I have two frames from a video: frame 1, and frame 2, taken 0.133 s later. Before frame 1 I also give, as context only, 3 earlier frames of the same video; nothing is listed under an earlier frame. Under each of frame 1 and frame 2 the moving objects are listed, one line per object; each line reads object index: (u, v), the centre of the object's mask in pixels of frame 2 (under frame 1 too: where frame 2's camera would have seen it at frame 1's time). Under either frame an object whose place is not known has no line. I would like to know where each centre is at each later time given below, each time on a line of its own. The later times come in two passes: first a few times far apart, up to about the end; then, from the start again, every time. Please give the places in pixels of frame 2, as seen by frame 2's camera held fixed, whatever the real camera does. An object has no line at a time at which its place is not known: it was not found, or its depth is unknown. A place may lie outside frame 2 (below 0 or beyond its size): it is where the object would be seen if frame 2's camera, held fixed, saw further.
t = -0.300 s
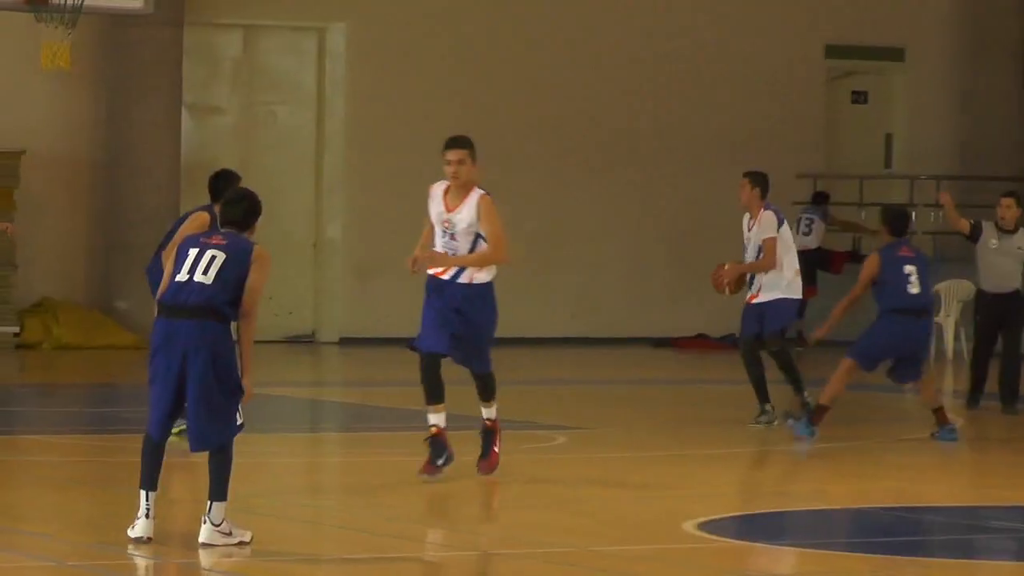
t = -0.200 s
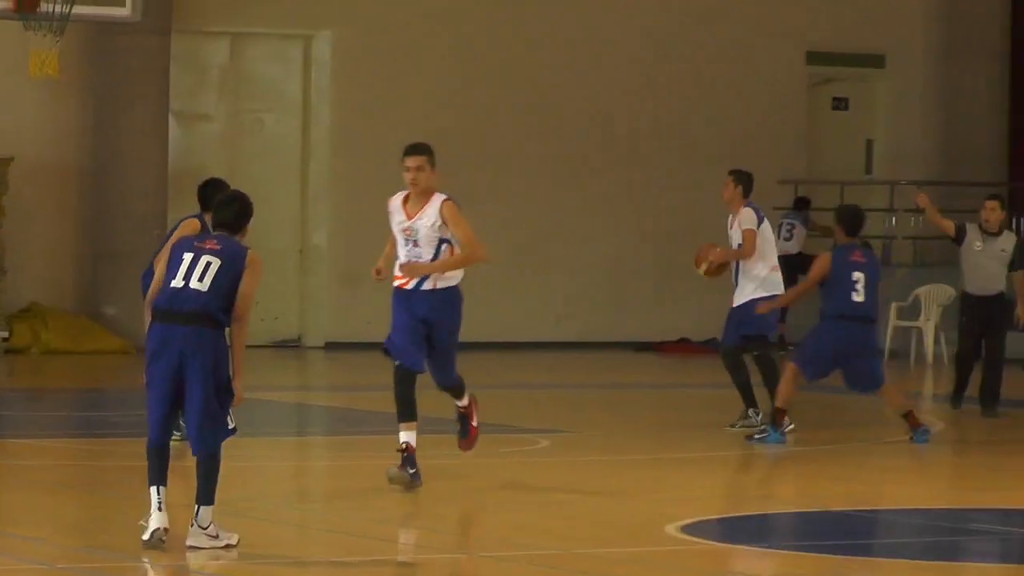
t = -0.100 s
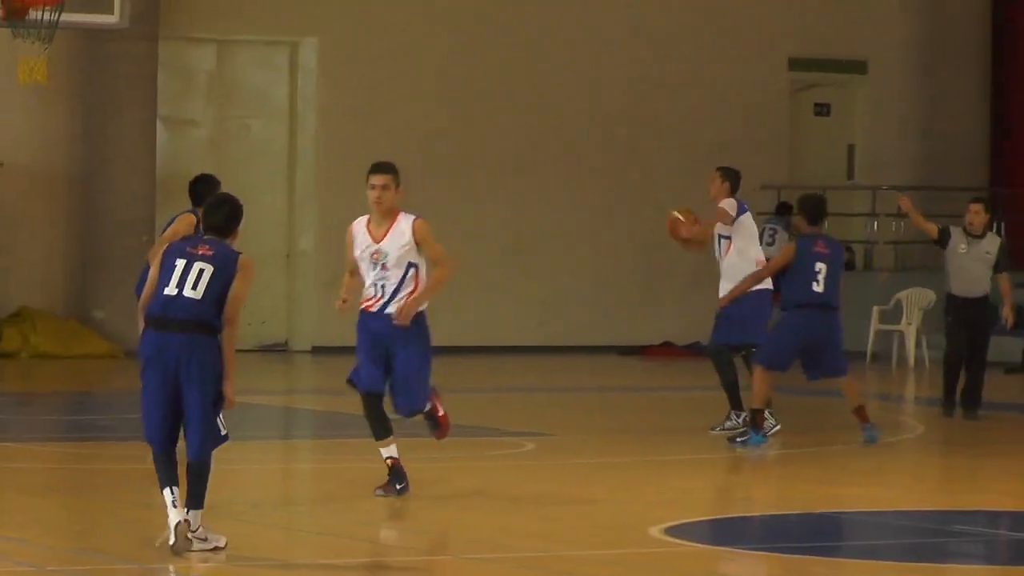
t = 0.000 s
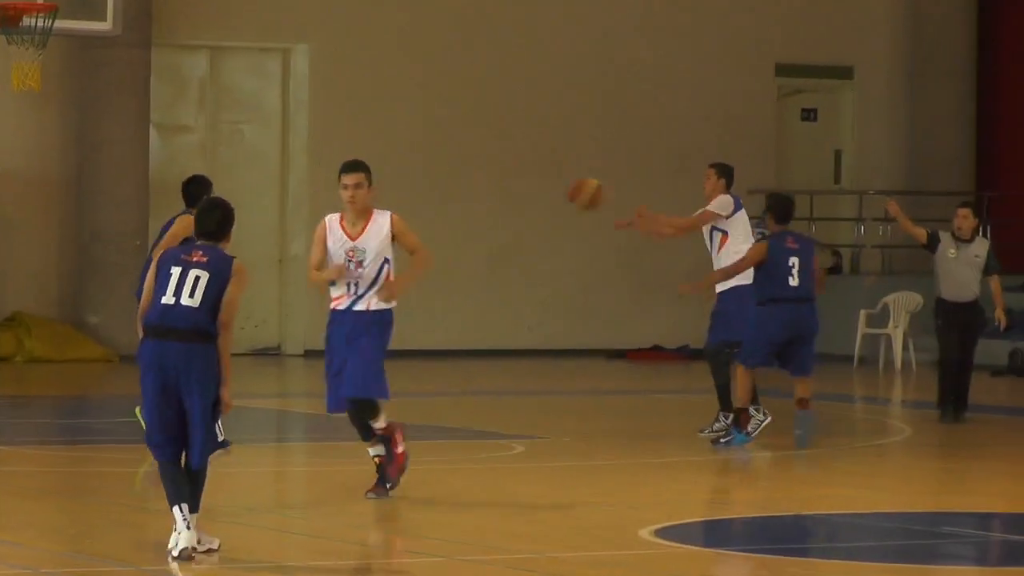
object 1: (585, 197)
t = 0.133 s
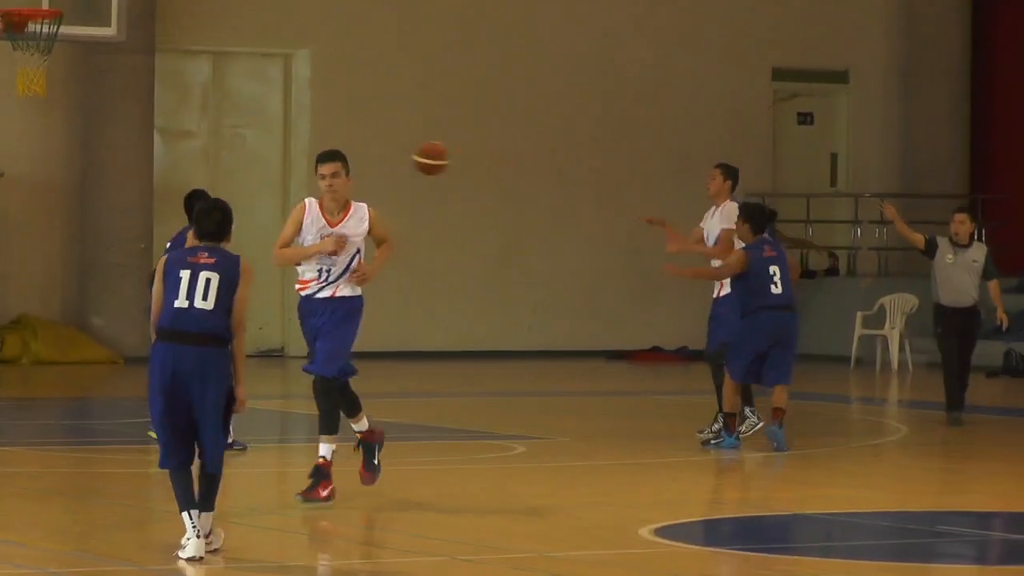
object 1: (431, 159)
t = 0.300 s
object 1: (236, 143)
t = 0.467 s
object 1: (46, 171)
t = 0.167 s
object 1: (391, 153)
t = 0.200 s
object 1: (353, 148)
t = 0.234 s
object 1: (314, 144)
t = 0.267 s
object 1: (276, 142)
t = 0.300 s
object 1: (236, 143)
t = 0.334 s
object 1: (198, 145)
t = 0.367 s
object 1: (160, 149)
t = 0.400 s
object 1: (125, 157)
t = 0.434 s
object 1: (86, 163)
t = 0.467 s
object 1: (46, 171)
